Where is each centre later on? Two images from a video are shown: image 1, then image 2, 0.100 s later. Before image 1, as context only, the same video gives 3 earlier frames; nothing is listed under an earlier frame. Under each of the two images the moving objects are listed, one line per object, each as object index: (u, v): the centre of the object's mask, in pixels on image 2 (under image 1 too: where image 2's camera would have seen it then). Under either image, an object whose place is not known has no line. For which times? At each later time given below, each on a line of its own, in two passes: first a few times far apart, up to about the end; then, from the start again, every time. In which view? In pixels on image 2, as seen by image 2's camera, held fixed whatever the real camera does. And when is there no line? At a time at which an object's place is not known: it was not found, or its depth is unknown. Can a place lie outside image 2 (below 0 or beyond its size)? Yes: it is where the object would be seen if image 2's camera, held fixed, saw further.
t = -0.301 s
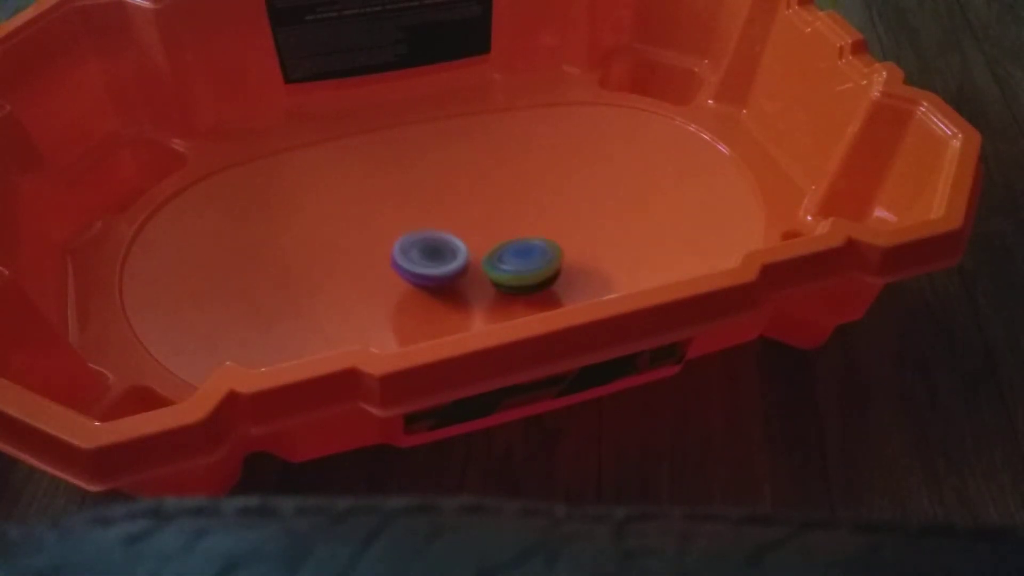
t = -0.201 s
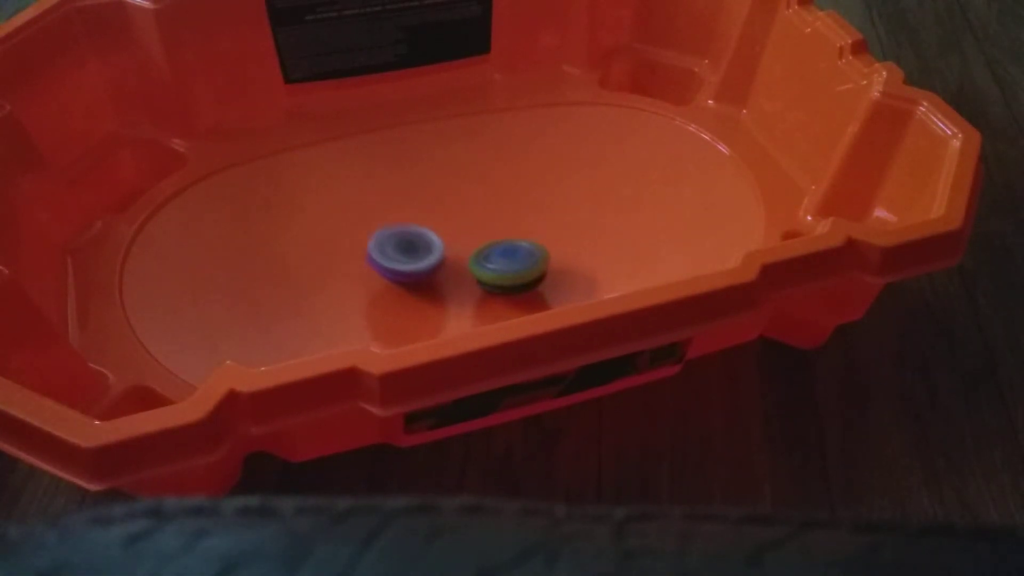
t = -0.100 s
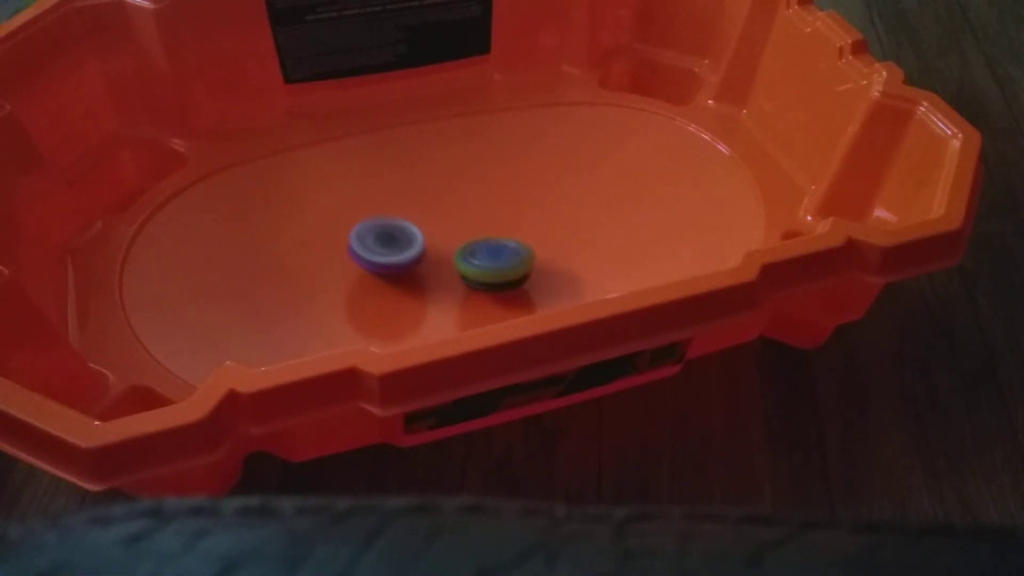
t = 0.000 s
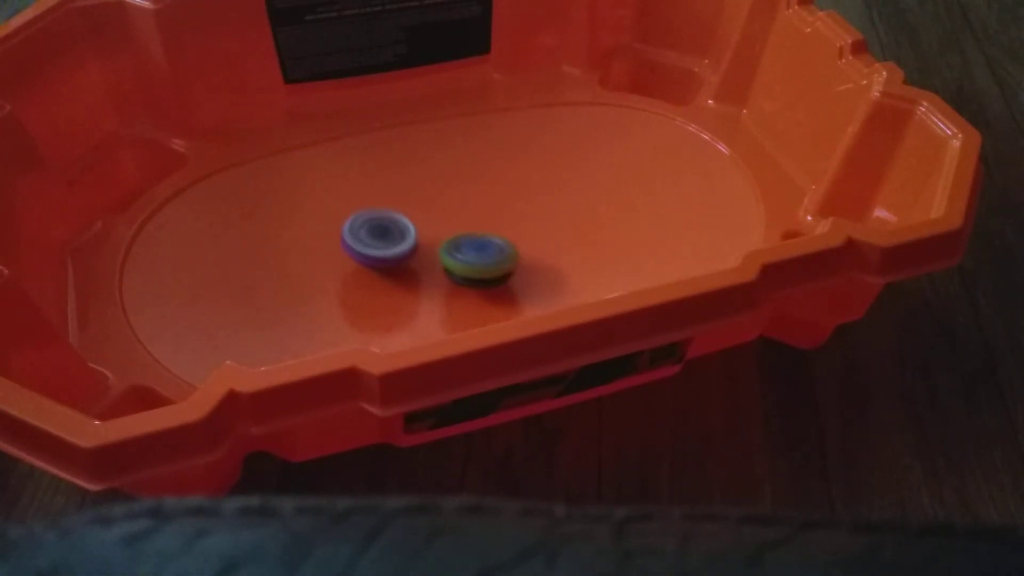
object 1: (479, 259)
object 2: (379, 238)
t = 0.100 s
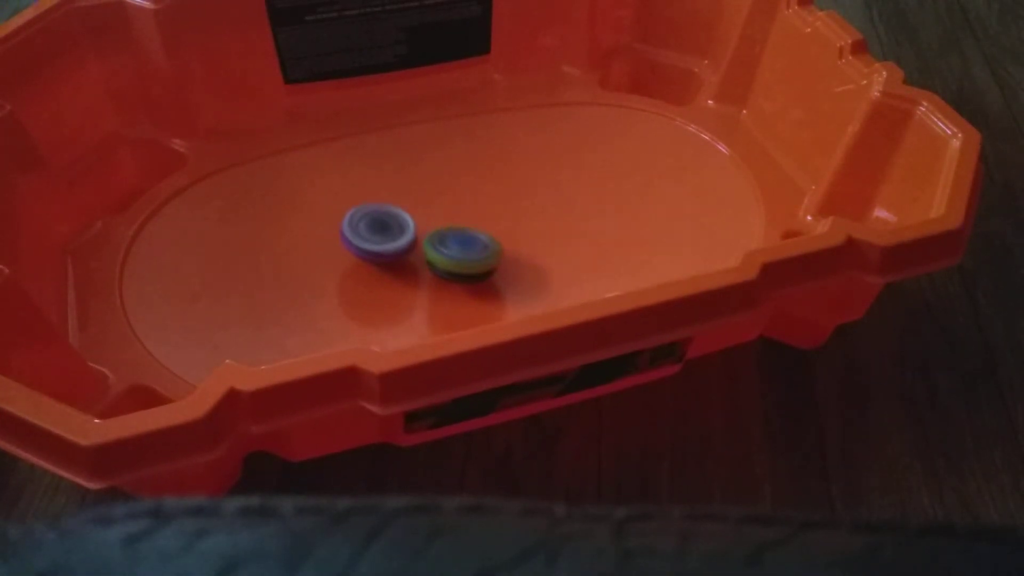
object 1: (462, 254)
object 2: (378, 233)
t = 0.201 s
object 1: (459, 252)
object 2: (366, 219)
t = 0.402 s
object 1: (454, 242)
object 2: (362, 204)
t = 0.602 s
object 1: (457, 223)
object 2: (382, 203)
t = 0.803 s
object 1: (493, 211)
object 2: (385, 199)
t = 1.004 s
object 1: (512, 205)
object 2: (419, 210)
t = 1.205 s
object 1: (537, 205)
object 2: (447, 215)
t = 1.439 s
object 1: (559, 212)
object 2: (473, 218)
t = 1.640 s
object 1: (567, 222)
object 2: (489, 236)
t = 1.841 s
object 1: (561, 232)
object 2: (481, 256)
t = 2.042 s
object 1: (550, 237)
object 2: (464, 259)
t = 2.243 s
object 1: (529, 238)
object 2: (439, 258)
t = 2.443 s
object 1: (502, 235)
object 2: (409, 254)
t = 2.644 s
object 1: (479, 226)
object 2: (392, 241)
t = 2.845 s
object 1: (470, 210)
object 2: (401, 233)
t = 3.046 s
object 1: (473, 193)
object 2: (403, 228)
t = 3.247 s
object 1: (480, 185)
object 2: (420, 220)
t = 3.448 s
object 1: (499, 184)
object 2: (432, 216)
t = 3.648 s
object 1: (520, 191)
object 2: (448, 212)
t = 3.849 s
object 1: (538, 206)
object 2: (450, 210)
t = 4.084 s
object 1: (539, 227)
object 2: (449, 210)
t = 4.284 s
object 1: (525, 242)
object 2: (451, 211)
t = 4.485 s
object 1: (502, 252)
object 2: (451, 206)
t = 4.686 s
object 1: (473, 255)
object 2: (452, 196)
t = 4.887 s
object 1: (444, 247)
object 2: (457, 190)
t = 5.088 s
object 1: (422, 236)
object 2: (476, 191)
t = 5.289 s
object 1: (419, 218)
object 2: (498, 205)
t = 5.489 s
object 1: (428, 206)
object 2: (514, 226)
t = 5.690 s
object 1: (447, 203)
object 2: (517, 241)
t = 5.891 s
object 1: (468, 206)
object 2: (504, 254)
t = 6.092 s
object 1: (487, 214)
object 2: (482, 268)
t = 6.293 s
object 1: (504, 230)
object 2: (447, 272)
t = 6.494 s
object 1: (503, 247)
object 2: (419, 254)
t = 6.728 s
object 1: (493, 250)
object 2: (409, 222)
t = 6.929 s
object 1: (475, 251)
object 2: (430, 203)
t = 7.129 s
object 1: (462, 255)
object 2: (462, 183)
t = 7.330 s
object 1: (458, 249)
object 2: (492, 195)
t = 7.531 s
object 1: (451, 250)
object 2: (524, 216)
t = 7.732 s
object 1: (445, 248)
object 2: (527, 238)
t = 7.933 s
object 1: (436, 243)
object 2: (518, 252)
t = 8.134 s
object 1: (424, 235)
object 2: (511, 254)
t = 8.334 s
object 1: (404, 218)
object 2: (517, 250)
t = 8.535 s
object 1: (407, 214)
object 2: (529, 242)
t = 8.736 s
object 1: (417, 217)
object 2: (535, 232)
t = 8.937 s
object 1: (433, 223)
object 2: (535, 220)
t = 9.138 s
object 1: (447, 232)
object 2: (532, 210)
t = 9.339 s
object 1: (448, 241)
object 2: (524, 203)
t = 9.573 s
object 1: (438, 249)
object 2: (509, 201)
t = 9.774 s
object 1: (430, 248)
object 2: (494, 202)
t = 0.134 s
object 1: (456, 252)
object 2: (379, 231)
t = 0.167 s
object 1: (457, 251)
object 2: (373, 225)
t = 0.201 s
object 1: (459, 252)
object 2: (366, 219)
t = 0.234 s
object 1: (460, 252)
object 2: (363, 214)
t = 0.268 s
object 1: (460, 252)
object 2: (360, 210)
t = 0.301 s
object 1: (459, 250)
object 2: (360, 208)
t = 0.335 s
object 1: (457, 247)
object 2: (360, 207)
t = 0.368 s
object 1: (455, 245)
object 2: (360, 205)
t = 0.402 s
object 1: (454, 242)
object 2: (362, 204)
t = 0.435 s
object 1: (453, 239)
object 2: (364, 204)
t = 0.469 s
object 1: (453, 236)
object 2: (366, 203)
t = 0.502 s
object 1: (453, 232)
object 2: (370, 202)
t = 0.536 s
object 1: (454, 229)
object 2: (373, 203)
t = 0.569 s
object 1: (455, 226)
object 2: (378, 203)
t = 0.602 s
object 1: (457, 223)
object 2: (382, 203)
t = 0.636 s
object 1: (463, 221)
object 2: (382, 201)
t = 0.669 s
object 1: (472, 220)
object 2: (378, 199)
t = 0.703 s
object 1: (478, 217)
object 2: (377, 198)
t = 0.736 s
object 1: (484, 216)
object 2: (378, 198)
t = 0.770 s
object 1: (489, 213)
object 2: (381, 198)
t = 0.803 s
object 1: (493, 211)
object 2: (385, 199)
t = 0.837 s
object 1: (495, 210)
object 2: (389, 201)
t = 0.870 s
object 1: (499, 209)
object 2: (393, 202)
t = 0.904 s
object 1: (502, 207)
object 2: (399, 204)
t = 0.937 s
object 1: (505, 206)
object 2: (405, 206)
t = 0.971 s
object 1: (509, 205)
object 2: (412, 208)
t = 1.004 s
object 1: (512, 205)
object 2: (419, 210)
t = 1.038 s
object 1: (516, 204)
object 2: (426, 212)
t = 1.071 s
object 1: (518, 204)
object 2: (433, 214)
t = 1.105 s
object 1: (521, 204)
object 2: (440, 216)
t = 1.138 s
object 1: (524, 204)
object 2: (446, 217)
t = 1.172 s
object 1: (531, 205)
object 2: (447, 216)
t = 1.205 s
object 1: (537, 205)
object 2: (447, 215)
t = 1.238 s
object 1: (541, 206)
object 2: (448, 214)
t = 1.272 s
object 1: (545, 206)
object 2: (450, 214)
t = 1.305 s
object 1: (549, 207)
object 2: (454, 214)
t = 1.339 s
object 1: (552, 208)
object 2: (458, 214)
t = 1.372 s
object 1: (555, 209)
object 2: (463, 215)
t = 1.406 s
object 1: (558, 211)
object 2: (468, 216)
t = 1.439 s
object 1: (559, 212)
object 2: (473, 218)
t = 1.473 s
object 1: (561, 213)
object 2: (478, 220)
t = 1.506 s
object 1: (562, 215)
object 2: (483, 223)
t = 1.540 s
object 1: (564, 217)
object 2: (486, 226)
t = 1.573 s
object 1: (566, 218)
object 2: (488, 229)
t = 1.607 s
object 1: (566, 220)
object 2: (489, 232)
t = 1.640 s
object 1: (567, 222)
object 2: (489, 236)
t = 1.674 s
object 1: (567, 223)
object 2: (487, 240)
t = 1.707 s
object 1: (567, 225)
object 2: (486, 243)
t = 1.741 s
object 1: (566, 227)
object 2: (485, 247)
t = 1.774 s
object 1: (564, 228)
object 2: (484, 251)
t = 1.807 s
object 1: (563, 230)
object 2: (482, 255)
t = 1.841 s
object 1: (561, 232)
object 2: (481, 256)
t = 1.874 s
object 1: (558, 233)
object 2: (481, 257)
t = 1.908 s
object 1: (556, 235)
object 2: (481, 258)
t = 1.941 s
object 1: (553, 236)
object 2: (479, 258)
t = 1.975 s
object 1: (553, 236)
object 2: (473, 259)
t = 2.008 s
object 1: (553, 236)
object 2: (468, 259)
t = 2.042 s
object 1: (550, 237)
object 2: (464, 259)
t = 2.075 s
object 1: (547, 238)
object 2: (460, 258)
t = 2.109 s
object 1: (544, 238)
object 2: (457, 258)
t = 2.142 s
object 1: (541, 238)
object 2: (453, 257)
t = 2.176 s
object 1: (537, 238)
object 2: (449, 258)
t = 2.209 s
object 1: (533, 238)
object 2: (444, 258)
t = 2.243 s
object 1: (529, 238)
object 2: (439, 258)
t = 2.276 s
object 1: (525, 238)
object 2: (435, 258)
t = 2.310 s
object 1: (520, 237)
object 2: (429, 258)
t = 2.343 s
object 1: (516, 236)
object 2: (424, 257)
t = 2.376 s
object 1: (511, 235)
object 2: (419, 256)
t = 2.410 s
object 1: (506, 235)
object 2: (414, 255)
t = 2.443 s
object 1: (502, 235)
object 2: (409, 254)
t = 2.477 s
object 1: (497, 233)
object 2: (405, 253)
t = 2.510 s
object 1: (493, 232)
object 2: (400, 250)
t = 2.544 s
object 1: (489, 231)
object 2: (396, 248)
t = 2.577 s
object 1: (485, 230)
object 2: (394, 245)
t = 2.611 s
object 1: (482, 228)
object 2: (393, 243)
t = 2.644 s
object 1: (479, 226)
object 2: (392, 241)
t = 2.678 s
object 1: (476, 223)
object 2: (393, 239)
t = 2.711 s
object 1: (474, 221)
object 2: (394, 238)
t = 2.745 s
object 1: (473, 218)
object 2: (396, 237)
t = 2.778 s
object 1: (471, 216)
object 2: (398, 235)
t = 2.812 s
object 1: (471, 213)
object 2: (399, 234)
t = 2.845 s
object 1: (470, 210)
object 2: (401, 233)
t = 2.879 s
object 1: (469, 207)
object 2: (402, 231)
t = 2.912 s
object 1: (471, 204)
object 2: (401, 230)
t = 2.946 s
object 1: (471, 201)
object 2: (401, 229)
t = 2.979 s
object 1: (472, 198)
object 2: (401, 229)
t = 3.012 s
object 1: (472, 196)
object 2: (402, 229)
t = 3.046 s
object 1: (473, 193)
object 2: (403, 228)
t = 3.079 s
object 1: (473, 191)
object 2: (405, 228)
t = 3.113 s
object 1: (474, 189)
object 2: (408, 228)
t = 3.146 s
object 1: (475, 187)
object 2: (410, 226)
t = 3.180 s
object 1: (477, 186)
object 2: (413, 224)
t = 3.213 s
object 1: (478, 185)
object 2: (416, 222)
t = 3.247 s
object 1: (480, 185)
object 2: (420, 220)
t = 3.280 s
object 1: (482, 184)
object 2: (423, 219)
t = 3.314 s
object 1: (486, 184)
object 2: (424, 218)
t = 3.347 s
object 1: (490, 183)
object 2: (424, 219)
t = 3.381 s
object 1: (493, 184)
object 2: (426, 218)
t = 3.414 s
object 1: (496, 184)
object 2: (429, 217)
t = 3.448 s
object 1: (499, 184)
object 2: (432, 216)
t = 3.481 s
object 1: (502, 185)
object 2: (435, 215)
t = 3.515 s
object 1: (506, 186)
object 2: (439, 214)
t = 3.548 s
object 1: (509, 187)
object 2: (441, 213)
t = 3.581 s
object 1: (514, 188)
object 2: (443, 213)
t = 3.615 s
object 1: (517, 189)
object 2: (445, 212)
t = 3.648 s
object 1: (520, 191)
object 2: (448, 212)
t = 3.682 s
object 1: (523, 193)
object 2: (451, 212)
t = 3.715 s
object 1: (526, 195)
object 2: (453, 212)
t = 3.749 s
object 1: (530, 197)
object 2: (453, 211)
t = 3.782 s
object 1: (534, 200)
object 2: (452, 211)
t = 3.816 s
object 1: (536, 203)
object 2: (451, 210)
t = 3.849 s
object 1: (538, 206)
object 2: (450, 210)
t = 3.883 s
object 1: (539, 209)
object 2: (450, 210)
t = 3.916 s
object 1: (540, 212)
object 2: (450, 210)
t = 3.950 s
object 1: (540, 215)
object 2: (450, 210)
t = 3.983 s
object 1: (541, 218)
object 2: (449, 210)
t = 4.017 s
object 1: (540, 221)
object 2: (449, 210)
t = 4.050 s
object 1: (540, 224)
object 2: (449, 210)
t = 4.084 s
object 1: (539, 227)
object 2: (449, 210)
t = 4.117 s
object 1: (537, 230)
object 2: (449, 210)
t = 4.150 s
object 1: (536, 233)
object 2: (449, 211)
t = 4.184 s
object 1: (534, 235)
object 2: (449, 211)
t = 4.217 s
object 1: (531, 238)
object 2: (450, 211)
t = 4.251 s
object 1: (528, 240)
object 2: (450, 211)
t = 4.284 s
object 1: (525, 242)
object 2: (451, 211)
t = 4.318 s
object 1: (521, 244)
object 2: (451, 211)
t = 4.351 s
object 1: (517, 246)
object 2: (452, 211)
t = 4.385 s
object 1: (514, 248)
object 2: (452, 210)
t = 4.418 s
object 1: (510, 250)
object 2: (451, 208)
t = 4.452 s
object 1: (506, 252)
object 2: (451, 207)
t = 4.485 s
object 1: (502, 252)
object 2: (451, 206)
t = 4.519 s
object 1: (496, 253)
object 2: (450, 205)
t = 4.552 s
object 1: (492, 253)
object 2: (450, 204)
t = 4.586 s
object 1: (487, 253)
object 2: (450, 202)
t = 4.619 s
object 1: (482, 253)
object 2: (450, 200)
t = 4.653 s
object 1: (478, 254)
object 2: (451, 198)
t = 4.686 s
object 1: (473, 255)
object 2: (452, 196)
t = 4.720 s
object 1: (468, 255)
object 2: (452, 193)
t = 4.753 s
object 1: (463, 254)
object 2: (453, 192)
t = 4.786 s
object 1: (457, 253)
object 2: (454, 191)
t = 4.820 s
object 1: (453, 251)
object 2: (455, 191)
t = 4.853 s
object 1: (448, 249)
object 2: (456, 189)
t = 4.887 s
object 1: (444, 247)
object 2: (457, 190)
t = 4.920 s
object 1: (440, 245)
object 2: (459, 190)
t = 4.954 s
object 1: (435, 245)
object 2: (463, 188)
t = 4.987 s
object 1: (430, 244)
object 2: (467, 189)
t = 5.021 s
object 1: (427, 242)
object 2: (470, 189)
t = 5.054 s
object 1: (424, 239)
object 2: (473, 189)
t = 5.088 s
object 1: (422, 236)
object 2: (476, 191)
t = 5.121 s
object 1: (421, 233)
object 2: (479, 193)
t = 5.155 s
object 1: (420, 229)
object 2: (483, 193)
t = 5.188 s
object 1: (419, 226)
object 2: (487, 196)
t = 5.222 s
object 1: (419, 223)
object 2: (491, 199)
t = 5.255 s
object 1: (419, 220)
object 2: (495, 202)
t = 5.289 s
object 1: (419, 218)
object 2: (498, 205)
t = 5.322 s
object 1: (420, 215)
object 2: (501, 208)
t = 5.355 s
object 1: (421, 213)
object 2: (504, 212)
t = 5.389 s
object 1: (422, 211)
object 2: (507, 216)
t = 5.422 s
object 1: (424, 209)
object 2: (509, 219)
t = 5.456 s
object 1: (426, 207)
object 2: (511, 223)
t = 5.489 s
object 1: (428, 206)
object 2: (514, 226)
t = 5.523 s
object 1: (431, 205)
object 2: (516, 230)
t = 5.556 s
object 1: (433, 204)
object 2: (517, 232)
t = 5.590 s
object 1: (437, 204)
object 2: (517, 234)
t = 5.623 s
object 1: (440, 203)
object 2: (518, 237)
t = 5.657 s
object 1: (443, 203)
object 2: (517, 239)
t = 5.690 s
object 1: (447, 203)
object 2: (517, 241)
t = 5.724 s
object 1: (450, 204)
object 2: (515, 242)
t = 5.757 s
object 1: (454, 205)
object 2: (514, 244)
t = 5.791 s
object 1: (458, 205)
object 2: (511, 245)
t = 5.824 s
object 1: (461, 205)
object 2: (509, 247)
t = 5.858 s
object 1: (464, 205)
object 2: (507, 251)
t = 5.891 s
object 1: (468, 206)
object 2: (504, 254)
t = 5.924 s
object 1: (472, 207)
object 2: (502, 256)
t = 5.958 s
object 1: (474, 208)
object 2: (499, 259)
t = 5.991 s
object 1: (478, 210)
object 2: (496, 262)
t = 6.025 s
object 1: (480, 211)
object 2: (492, 264)
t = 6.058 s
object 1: (483, 213)
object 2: (487, 266)
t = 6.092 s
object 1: (487, 214)
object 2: (482, 268)
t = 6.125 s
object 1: (491, 217)
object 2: (477, 270)
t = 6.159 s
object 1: (495, 218)
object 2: (469, 272)
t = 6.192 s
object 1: (498, 221)
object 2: (464, 273)
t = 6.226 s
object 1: (500, 224)
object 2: (458, 273)
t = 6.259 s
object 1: (503, 227)
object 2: (452, 273)
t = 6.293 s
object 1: (504, 230)
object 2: (447, 272)
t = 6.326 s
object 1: (505, 233)
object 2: (442, 270)
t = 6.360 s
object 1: (505, 237)
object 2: (436, 268)
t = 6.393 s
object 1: (505, 240)
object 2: (431, 266)
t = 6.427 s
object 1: (505, 244)
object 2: (427, 261)
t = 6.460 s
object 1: (504, 245)
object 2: (422, 258)
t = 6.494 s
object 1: (503, 247)
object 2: (419, 254)
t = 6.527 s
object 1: (503, 247)
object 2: (415, 250)
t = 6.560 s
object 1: (501, 248)
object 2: (411, 246)
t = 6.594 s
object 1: (500, 249)
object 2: (409, 241)
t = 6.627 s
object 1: (499, 249)
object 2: (407, 236)
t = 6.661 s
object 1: (497, 249)
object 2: (407, 231)
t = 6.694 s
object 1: (495, 250)
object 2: (408, 227)
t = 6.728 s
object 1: (493, 250)
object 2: (409, 222)
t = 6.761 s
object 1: (491, 250)
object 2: (411, 219)
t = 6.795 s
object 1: (488, 250)
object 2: (414, 215)
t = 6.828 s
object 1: (484, 251)
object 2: (417, 212)
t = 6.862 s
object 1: (481, 251)
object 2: (421, 209)
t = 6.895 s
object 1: (477, 251)
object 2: (425, 206)
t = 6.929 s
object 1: (475, 251)
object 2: (430, 203)
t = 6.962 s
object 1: (472, 251)
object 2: (434, 200)
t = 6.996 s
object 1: (470, 253)
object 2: (441, 196)
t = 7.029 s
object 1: (467, 255)
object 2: (445, 190)
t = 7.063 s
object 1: (465, 256)
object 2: (452, 186)
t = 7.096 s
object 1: (463, 255)
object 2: (457, 183)
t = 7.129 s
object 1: (462, 255)
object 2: (462, 183)
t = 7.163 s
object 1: (461, 254)
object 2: (468, 184)
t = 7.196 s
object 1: (460, 253)
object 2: (472, 185)
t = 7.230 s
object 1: (459, 251)
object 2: (477, 187)
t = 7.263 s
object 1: (458, 251)
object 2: (482, 189)
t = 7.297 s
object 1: (458, 250)
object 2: (487, 191)
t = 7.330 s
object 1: (458, 249)
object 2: (492, 195)
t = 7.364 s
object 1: (457, 248)
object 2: (497, 197)
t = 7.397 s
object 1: (454, 249)
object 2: (505, 200)
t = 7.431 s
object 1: (451, 250)
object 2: (512, 203)
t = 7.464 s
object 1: (450, 250)
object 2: (517, 206)
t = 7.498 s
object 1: (450, 250)
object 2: (521, 211)
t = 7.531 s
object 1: (451, 250)
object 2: (524, 216)
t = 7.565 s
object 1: (451, 249)
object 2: (524, 221)
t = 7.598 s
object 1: (451, 249)
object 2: (525, 225)
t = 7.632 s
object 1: (452, 249)
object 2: (526, 228)
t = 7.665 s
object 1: (450, 249)
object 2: (527, 232)
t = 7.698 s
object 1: (446, 248)
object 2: (528, 235)
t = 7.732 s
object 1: (445, 248)
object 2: (527, 238)
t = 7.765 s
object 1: (444, 247)
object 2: (526, 242)
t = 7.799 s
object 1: (442, 246)
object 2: (525, 245)
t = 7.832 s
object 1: (438, 245)
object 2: (526, 248)
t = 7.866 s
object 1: (437, 244)
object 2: (525, 249)
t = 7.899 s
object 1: (437, 243)
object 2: (521, 251)
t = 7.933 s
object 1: (436, 243)
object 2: (518, 252)
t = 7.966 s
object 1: (431, 241)
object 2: (520, 254)
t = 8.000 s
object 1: (427, 239)
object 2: (521, 256)
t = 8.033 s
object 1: (425, 238)
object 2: (518, 256)
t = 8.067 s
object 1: (425, 237)
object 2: (517, 256)
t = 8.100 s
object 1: (424, 236)
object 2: (513, 255)
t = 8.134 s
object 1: (424, 235)
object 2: (511, 254)
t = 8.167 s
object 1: (425, 235)
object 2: (507, 252)
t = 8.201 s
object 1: (425, 234)
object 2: (505, 250)
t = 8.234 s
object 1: (424, 233)
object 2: (505, 249)
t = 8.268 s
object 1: (415, 228)
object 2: (512, 249)
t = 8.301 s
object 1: (408, 222)
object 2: (515, 250)
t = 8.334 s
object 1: (404, 218)
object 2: (517, 250)
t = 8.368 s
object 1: (402, 216)
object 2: (518, 248)
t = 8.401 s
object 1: (402, 214)
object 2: (521, 247)
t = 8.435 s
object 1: (403, 214)
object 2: (523, 245)
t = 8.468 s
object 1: (404, 214)
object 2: (525, 244)
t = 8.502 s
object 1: (406, 214)
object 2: (527, 243)
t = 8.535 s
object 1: (407, 214)
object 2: (529, 242)
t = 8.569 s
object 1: (408, 214)
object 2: (530, 240)
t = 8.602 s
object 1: (409, 215)
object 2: (532, 239)
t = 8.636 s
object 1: (411, 215)
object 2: (532, 237)
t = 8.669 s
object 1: (413, 216)
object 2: (534, 235)
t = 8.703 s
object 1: (415, 216)
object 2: (534, 234)
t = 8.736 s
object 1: (417, 217)
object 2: (535, 232)
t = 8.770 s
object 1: (420, 218)
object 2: (535, 230)
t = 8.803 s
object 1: (422, 219)
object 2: (535, 228)
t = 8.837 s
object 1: (425, 221)
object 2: (536, 226)
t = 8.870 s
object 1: (428, 222)
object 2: (535, 224)
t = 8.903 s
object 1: (430, 223)
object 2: (535, 222)
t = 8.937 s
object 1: (433, 223)
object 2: (535, 220)
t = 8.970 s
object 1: (436, 224)
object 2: (535, 218)
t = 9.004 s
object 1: (439, 225)
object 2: (534, 217)
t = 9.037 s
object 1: (441, 227)
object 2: (534, 215)
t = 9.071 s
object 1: (443, 228)
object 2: (533, 213)
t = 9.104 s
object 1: (445, 230)
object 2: (532, 211)
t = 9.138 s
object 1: (447, 232)
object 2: (532, 210)
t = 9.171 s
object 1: (447, 233)
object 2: (530, 208)
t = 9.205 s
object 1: (448, 235)
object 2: (529, 207)
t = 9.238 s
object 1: (448, 236)
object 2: (528, 206)
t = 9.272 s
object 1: (448, 238)
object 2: (527, 205)
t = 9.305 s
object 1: (448, 240)
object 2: (525, 204)
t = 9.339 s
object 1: (448, 241)
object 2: (524, 203)
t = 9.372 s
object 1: (447, 243)
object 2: (522, 203)
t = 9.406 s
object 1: (446, 244)
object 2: (520, 202)
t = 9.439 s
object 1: (444, 246)
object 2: (518, 202)
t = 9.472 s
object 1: (443, 247)
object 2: (516, 202)
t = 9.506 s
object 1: (442, 248)
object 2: (514, 202)
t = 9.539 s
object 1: (440, 249)
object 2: (512, 202)
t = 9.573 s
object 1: (438, 249)
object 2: (509, 201)
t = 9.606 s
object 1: (437, 249)
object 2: (507, 202)
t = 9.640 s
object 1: (435, 250)
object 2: (505, 202)
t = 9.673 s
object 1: (434, 249)
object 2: (502, 202)
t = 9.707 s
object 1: (432, 249)
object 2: (499, 202)
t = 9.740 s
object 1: (431, 249)
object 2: (497, 202)
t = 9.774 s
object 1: (430, 248)
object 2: (494, 202)
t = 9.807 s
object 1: (429, 247)
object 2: (492, 202)
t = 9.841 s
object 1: (428, 247)
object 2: (490, 202)
